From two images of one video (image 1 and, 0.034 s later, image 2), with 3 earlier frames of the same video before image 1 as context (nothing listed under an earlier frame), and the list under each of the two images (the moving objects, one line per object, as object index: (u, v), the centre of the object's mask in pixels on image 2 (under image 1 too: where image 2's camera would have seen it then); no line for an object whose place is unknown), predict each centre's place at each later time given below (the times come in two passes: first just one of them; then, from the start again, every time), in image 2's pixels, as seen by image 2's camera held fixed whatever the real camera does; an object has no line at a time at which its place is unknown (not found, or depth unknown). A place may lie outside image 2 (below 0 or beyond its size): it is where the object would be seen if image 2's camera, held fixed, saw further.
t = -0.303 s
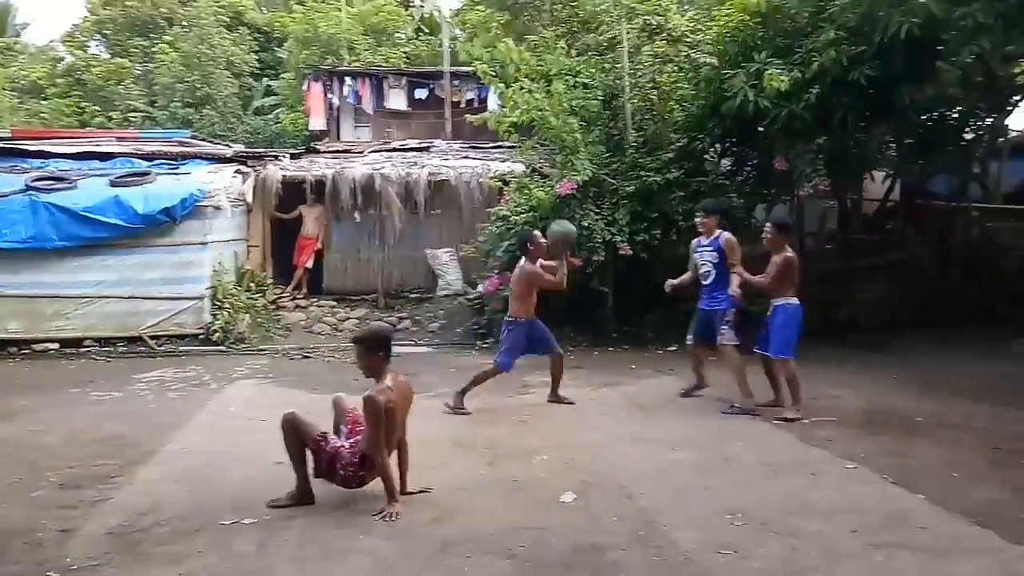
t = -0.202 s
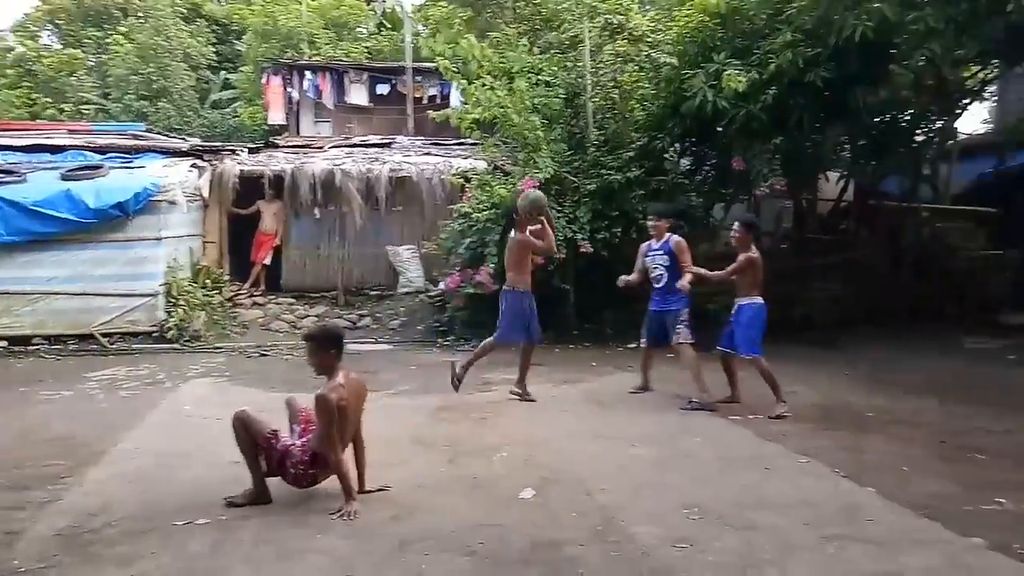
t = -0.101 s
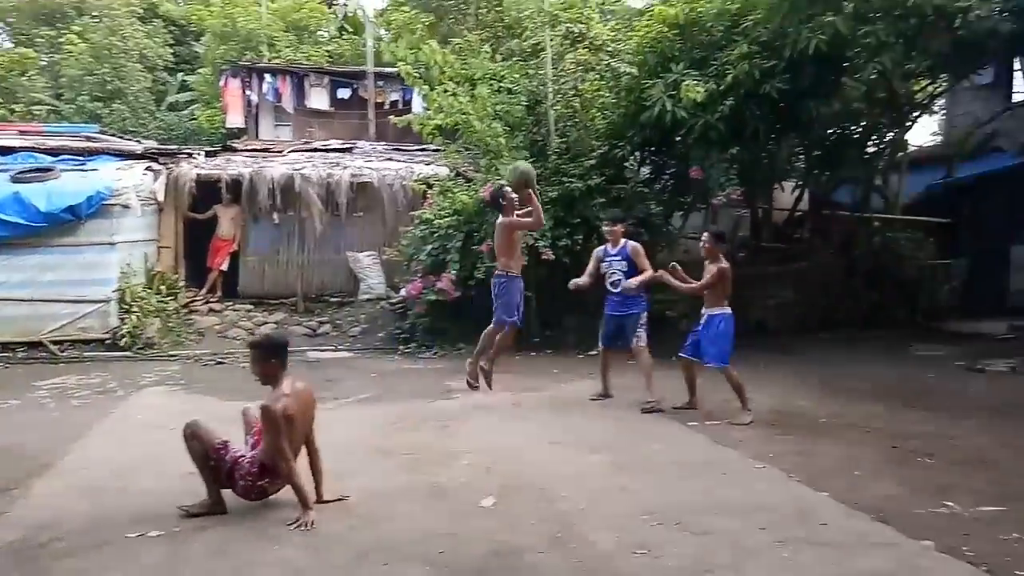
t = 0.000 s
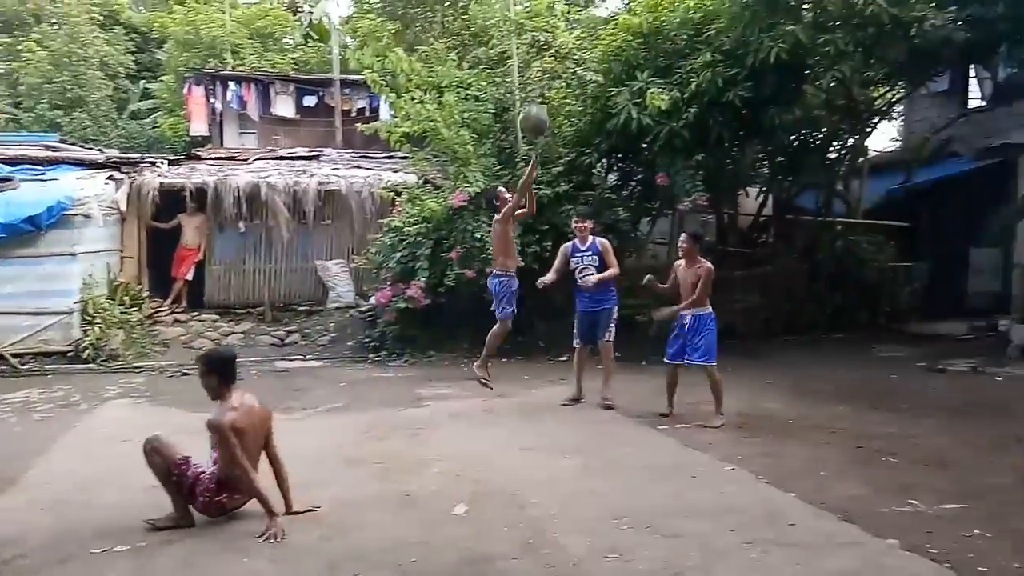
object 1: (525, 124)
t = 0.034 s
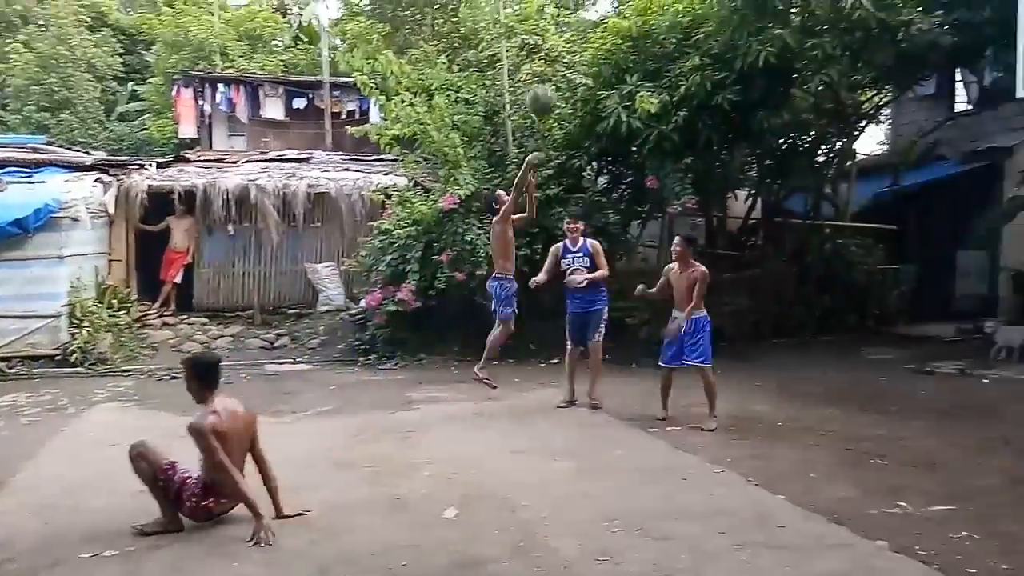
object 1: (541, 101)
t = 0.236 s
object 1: (650, -2)
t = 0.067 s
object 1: (559, 79)
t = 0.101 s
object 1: (577, 59)
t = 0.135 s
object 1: (595, 41)
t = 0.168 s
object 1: (614, 26)
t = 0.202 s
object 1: (632, 10)
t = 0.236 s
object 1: (650, -2)
